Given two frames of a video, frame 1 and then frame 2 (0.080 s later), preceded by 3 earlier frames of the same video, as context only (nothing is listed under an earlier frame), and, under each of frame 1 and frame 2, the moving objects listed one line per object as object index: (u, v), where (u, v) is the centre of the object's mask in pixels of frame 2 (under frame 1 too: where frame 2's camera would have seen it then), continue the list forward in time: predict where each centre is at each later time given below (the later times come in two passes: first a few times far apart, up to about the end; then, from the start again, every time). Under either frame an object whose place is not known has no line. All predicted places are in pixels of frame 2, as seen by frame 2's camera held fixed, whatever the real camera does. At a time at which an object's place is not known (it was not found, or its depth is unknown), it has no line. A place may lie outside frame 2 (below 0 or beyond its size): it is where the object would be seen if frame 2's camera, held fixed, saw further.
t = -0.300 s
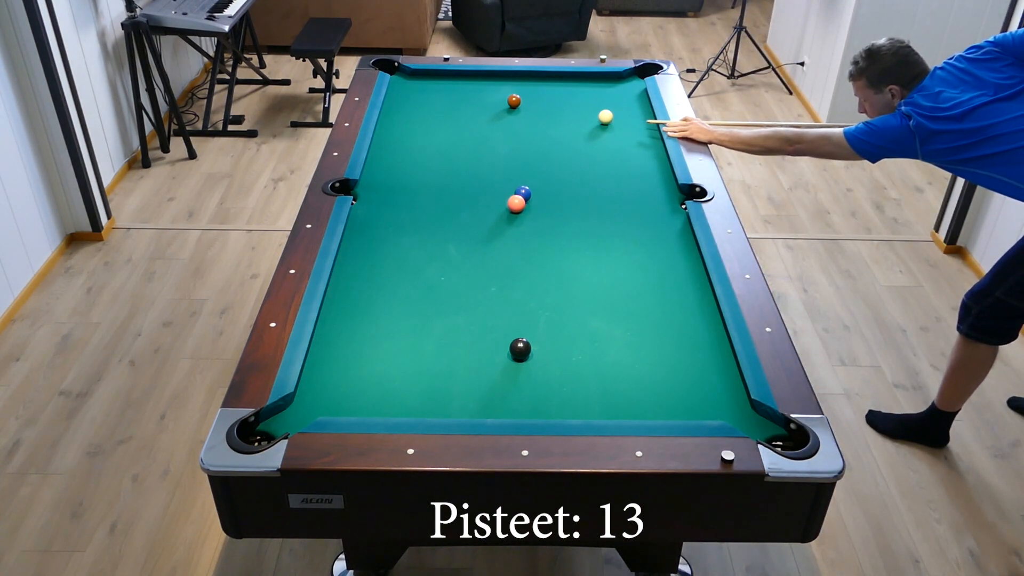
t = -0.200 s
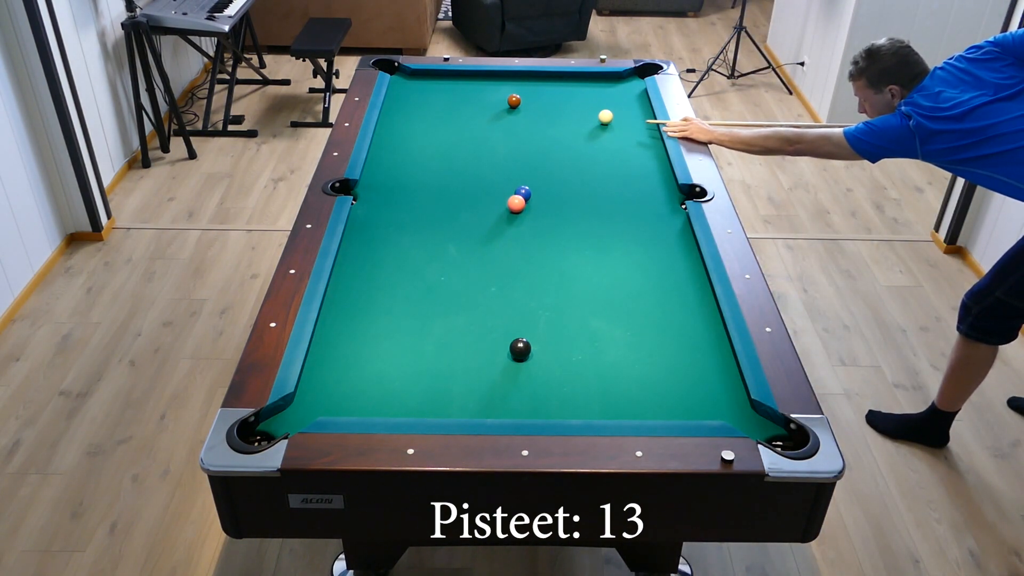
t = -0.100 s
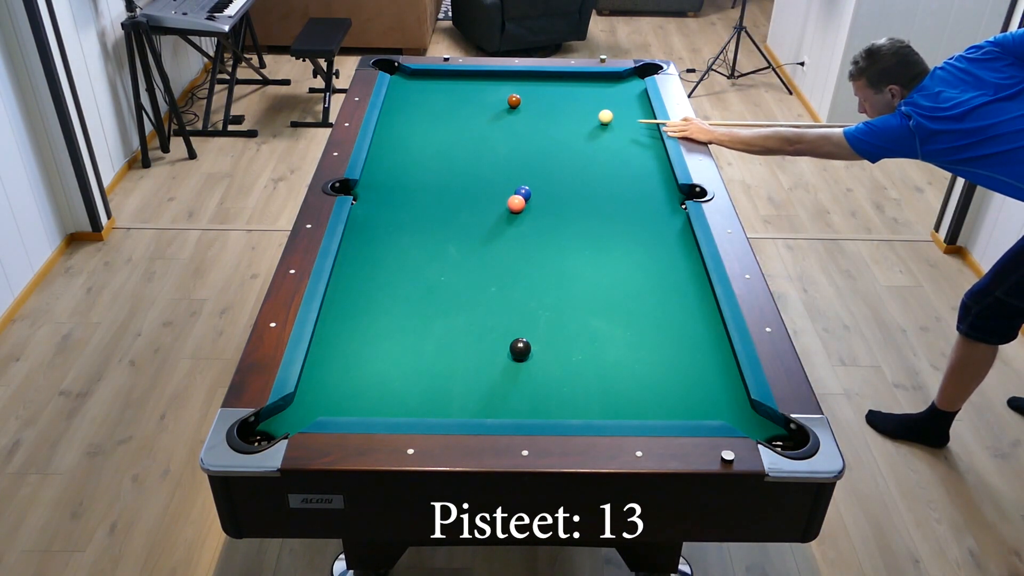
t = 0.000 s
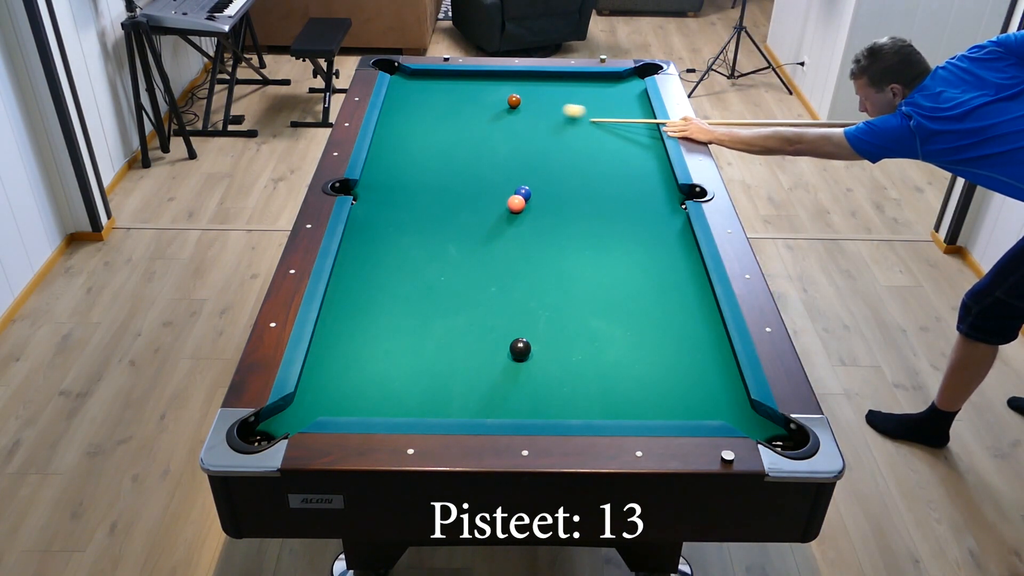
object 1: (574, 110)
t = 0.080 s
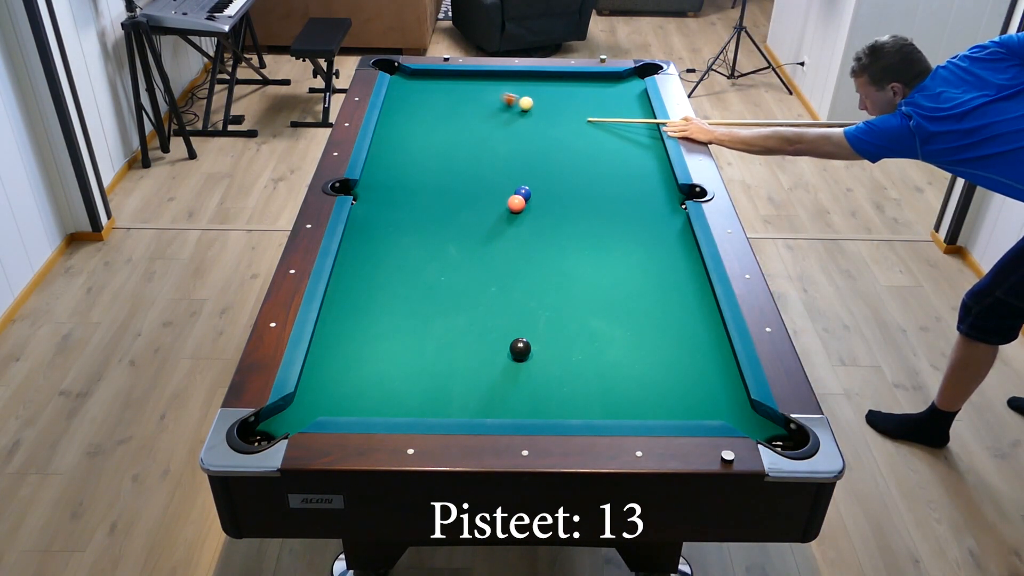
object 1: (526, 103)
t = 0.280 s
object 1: (525, 109)
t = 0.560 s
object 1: (540, 117)
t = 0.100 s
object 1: (524, 104)
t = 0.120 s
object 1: (523, 104)
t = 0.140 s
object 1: (523, 105)
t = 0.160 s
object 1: (522, 106)
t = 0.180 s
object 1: (522, 106)
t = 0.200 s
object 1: (522, 107)
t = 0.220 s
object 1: (523, 107)
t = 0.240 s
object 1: (524, 108)
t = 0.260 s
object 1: (524, 108)
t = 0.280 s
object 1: (525, 109)
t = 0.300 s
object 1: (527, 110)
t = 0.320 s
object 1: (528, 110)
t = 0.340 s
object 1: (529, 111)
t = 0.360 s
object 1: (530, 112)
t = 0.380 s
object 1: (531, 112)
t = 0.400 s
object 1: (532, 113)
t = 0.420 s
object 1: (533, 113)
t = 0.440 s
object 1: (534, 114)
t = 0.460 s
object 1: (535, 115)
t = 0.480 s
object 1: (536, 115)
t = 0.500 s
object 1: (537, 116)
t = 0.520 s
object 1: (538, 116)
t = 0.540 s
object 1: (539, 117)
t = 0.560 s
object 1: (540, 117)
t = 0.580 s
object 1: (541, 118)
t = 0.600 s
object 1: (542, 119)
